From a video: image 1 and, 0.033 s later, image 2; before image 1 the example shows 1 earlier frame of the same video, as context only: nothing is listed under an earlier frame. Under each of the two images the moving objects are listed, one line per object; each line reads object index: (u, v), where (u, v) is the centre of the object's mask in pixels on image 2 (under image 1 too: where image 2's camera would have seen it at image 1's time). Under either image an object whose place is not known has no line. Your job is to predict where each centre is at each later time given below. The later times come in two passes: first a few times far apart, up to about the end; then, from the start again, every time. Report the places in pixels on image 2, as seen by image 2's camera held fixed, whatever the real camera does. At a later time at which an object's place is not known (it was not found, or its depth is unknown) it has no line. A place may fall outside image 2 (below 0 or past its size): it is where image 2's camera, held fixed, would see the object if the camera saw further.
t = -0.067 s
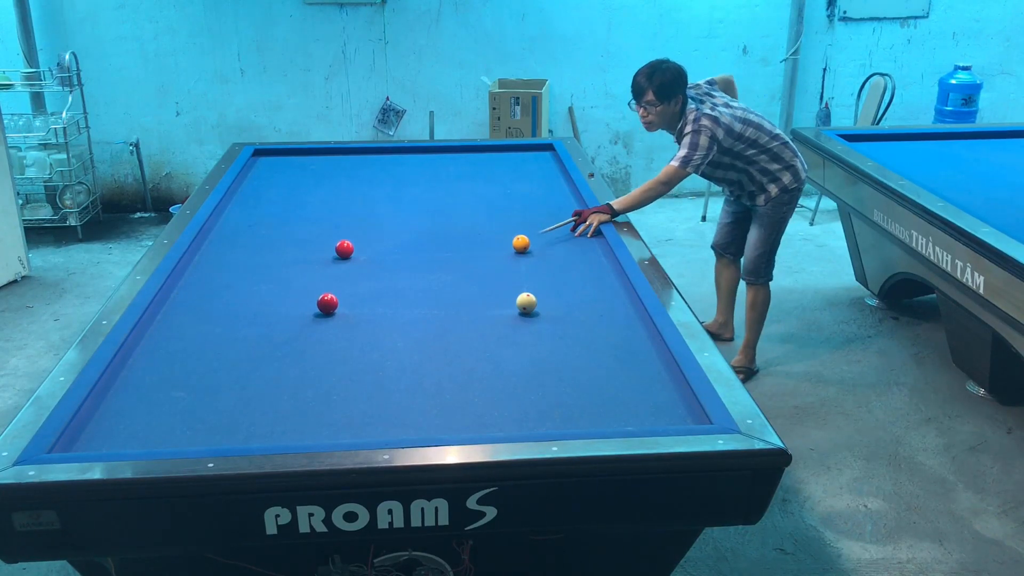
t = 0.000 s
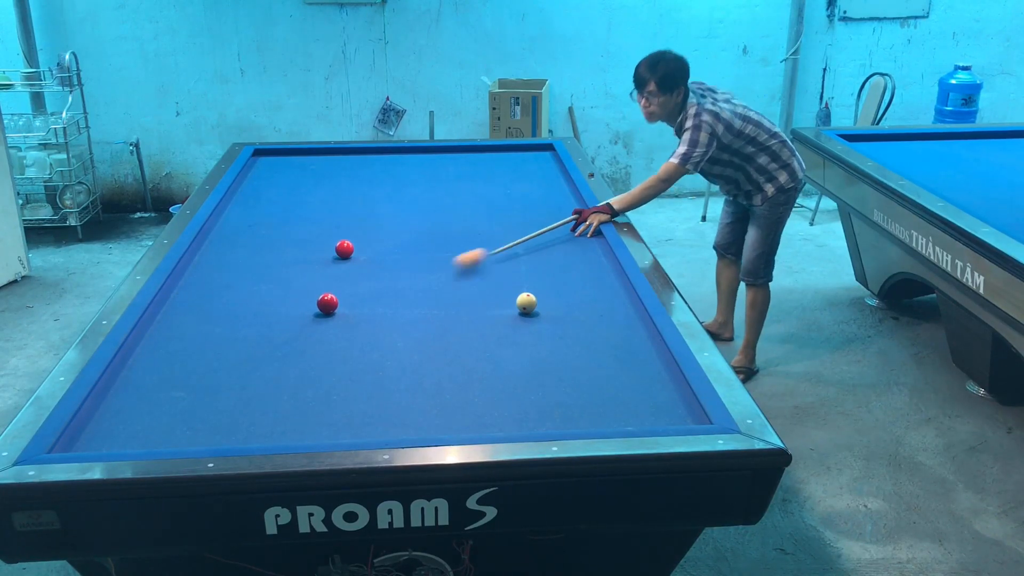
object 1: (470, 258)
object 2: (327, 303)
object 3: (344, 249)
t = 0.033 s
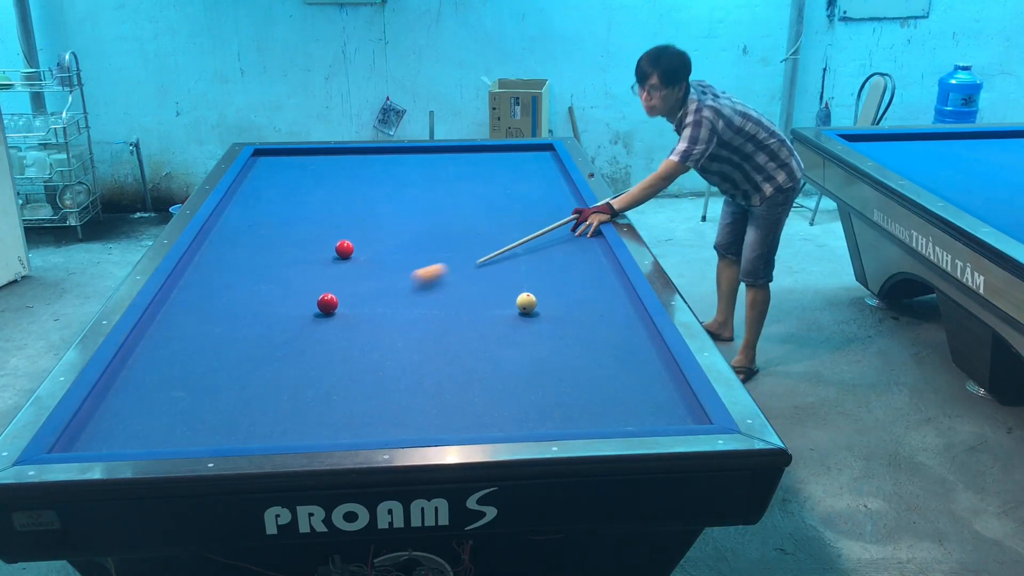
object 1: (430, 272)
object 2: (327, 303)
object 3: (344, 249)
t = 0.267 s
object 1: (228, 425)
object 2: (182, 295)
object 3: (344, 249)
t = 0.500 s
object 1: (157, 336)
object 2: (279, 287)
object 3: (344, 249)
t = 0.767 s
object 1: (307, 260)
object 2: (395, 279)
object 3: (344, 249)
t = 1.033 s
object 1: (340, 216)
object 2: (503, 271)
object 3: (397, 246)
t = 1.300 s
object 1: (358, 183)
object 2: (605, 264)
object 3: (452, 242)
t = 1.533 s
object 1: (371, 160)
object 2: (555, 265)
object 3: (499, 239)
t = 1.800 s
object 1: (397, 158)
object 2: (497, 266)
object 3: (550, 236)
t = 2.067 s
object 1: (432, 171)
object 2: (440, 266)
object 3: (590, 233)
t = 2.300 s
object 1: (465, 183)
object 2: (390, 267)
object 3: (563, 232)
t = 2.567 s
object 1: (506, 197)
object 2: (335, 267)
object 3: (536, 232)
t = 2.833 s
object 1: (550, 212)
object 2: (280, 268)
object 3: (509, 231)
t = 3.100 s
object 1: (587, 229)
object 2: (225, 269)
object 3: (483, 230)
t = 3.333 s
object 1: (573, 245)
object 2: (185, 269)
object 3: (461, 229)
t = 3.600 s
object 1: (557, 265)
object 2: (217, 268)
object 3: (437, 229)
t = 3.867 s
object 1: (539, 287)
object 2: (247, 266)
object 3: (414, 228)
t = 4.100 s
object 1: (527, 296)
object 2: (272, 265)
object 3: (395, 228)
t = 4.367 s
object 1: (518, 302)
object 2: (300, 263)
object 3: (374, 227)
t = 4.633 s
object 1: (509, 307)
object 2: (326, 262)
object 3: (354, 227)
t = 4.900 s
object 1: (500, 311)
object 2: (351, 261)
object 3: (335, 226)
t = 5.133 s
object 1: (493, 315)
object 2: (372, 260)
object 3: (319, 226)
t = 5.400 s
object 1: (486, 318)
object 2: (394, 259)
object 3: (301, 225)
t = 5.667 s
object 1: (479, 322)
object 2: (416, 258)
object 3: (285, 225)
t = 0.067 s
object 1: (387, 287)
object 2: (327, 303)
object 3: (344, 249)
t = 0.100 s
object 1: (345, 306)
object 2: (321, 301)
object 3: (344, 249)
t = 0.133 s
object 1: (326, 326)
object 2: (292, 300)
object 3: (344, 249)
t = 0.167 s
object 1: (306, 347)
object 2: (263, 299)
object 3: (344, 249)
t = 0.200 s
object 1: (282, 372)
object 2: (235, 298)
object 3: (344, 249)
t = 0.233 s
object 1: (257, 397)
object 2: (208, 297)
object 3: (344, 249)
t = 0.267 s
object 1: (228, 425)
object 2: (182, 295)
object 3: (344, 249)
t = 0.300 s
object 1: (199, 434)
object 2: (169, 294)
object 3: (344, 249)
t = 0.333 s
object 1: (183, 415)
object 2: (190, 293)
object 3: (344, 249)
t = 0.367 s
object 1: (168, 396)
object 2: (209, 292)
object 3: (344, 249)
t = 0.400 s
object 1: (154, 380)
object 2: (228, 291)
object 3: (344, 249)
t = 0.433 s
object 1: (141, 363)
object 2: (246, 289)
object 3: (344, 249)
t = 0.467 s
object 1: (131, 349)
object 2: (263, 288)
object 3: (344, 249)
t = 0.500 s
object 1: (157, 336)
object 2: (279, 287)
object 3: (344, 249)
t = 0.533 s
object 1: (181, 324)
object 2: (294, 286)
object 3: (344, 249)
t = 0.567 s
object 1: (204, 313)
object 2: (309, 285)
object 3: (344, 249)
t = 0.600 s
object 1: (224, 302)
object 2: (324, 284)
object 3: (344, 249)
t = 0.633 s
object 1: (244, 292)
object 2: (338, 283)
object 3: (344, 249)
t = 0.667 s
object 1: (261, 283)
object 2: (352, 282)
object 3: (344, 249)
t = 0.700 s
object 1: (278, 275)
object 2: (367, 281)
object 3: (344, 249)
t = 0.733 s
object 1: (293, 267)
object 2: (381, 280)
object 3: (344, 249)
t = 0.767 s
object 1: (307, 260)
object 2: (395, 279)
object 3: (344, 249)
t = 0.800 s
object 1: (320, 253)
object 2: (409, 278)
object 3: (344, 249)
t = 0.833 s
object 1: (326, 247)
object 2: (422, 277)
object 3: (349, 249)
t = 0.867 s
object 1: (327, 242)
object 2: (436, 276)
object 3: (359, 248)
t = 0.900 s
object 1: (329, 236)
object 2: (450, 275)
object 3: (367, 248)
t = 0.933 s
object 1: (332, 231)
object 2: (463, 274)
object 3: (376, 247)
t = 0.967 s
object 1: (335, 226)
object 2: (476, 273)
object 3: (383, 247)
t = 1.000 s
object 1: (337, 221)
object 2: (490, 272)
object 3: (390, 246)
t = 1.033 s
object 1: (340, 216)
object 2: (503, 271)
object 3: (397, 246)
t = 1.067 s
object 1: (343, 212)
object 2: (515, 270)
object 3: (404, 245)
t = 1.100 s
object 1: (345, 208)
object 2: (529, 269)
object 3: (411, 245)
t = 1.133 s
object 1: (347, 203)
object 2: (542, 269)
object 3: (418, 244)
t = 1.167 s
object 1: (350, 199)
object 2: (554, 268)
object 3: (425, 244)
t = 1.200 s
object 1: (352, 195)
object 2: (567, 267)
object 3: (432, 244)
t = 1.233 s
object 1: (354, 191)
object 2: (580, 266)
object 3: (439, 243)
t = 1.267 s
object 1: (356, 187)
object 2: (592, 265)
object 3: (446, 243)
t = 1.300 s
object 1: (358, 183)
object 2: (605, 264)
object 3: (452, 242)
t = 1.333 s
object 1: (360, 180)
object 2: (606, 264)
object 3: (459, 242)
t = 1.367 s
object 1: (362, 176)
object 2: (596, 264)
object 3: (466, 241)
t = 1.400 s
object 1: (364, 173)
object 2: (587, 264)
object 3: (473, 241)
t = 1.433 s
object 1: (366, 170)
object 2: (578, 264)
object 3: (479, 240)
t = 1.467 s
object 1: (368, 166)
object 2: (570, 265)
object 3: (486, 240)
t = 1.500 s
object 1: (370, 163)
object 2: (562, 265)
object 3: (493, 239)
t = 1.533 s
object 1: (371, 160)
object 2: (555, 265)
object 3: (499, 239)
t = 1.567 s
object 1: (373, 157)
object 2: (548, 265)
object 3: (505, 239)
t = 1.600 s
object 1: (375, 154)
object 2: (540, 265)
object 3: (512, 238)
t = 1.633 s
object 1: (376, 151)
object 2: (533, 265)
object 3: (518, 238)
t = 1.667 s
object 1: (379, 150)
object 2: (526, 265)
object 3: (525, 237)
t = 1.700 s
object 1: (383, 152)
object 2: (518, 265)
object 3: (531, 237)
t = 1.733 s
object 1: (388, 154)
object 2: (511, 266)
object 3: (537, 237)
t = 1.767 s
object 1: (392, 156)
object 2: (504, 266)
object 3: (544, 236)
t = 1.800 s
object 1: (397, 158)
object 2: (497, 266)
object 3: (550, 236)
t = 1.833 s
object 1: (401, 160)
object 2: (490, 266)
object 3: (556, 235)
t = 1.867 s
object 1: (406, 162)
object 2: (483, 266)
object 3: (562, 235)
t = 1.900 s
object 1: (410, 163)
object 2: (475, 266)
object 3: (569, 234)
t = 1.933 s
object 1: (415, 165)
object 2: (468, 266)
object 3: (575, 234)
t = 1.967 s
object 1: (419, 166)
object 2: (461, 266)
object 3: (581, 234)
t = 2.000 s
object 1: (423, 168)
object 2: (454, 266)
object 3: (587, 233)
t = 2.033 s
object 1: (428, 169)
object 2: (447, 266)
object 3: (593, 233)
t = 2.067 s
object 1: (432, 171)
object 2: (440, 266)
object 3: (590, 233)
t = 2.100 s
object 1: (437, 173)
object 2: (433, 266)
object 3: (585, 233)
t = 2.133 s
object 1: (442, 174)
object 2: (426, 267)
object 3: (581, 233)
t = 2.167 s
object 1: (446, 176)
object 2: (419, 267)
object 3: (578, 233)
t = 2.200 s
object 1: (451, 177)
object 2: (412, 267)
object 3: (574, 233)
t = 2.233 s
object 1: (456, 179)
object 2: (405, 267)
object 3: (571, 233)
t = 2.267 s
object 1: (460, 181)
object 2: (398, 267)
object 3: (567, 232)
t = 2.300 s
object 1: (465, 183)
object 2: (390, 267)
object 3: (563, 232)
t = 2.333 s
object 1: (470, 184)
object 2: (383, 267)
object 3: (560, 232)
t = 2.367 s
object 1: (475, 186)
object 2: (377, 267)
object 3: (556, 232)
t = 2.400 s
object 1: (480, 188)
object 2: (369, 267)
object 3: (553, 232)
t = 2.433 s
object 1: (485, 190)
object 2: (363, 267)
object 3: (549, 232)
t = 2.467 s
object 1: (490, 191)
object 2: (355, 267)
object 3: (546, 232)
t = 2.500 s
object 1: (495, 193)
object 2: (349, 267)
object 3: (542, 232)
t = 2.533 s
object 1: (501, 195)
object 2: (342, 268)
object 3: (539, 232)
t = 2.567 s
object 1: (506, 197)
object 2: (335, 267)
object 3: (536, 232)
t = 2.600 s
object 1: (511, 198)
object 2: (328, 268)
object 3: (532, 231)
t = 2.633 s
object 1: (517, 200)
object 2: (321, 267)
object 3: (529, 231)
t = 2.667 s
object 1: (522, 202)
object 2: (314, 268)
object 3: (525, 231)
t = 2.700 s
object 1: (528, 204)
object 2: (307, 268)
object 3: (522, 231)
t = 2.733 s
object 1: (533, 206)
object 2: (300, 268)
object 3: (519, 231)
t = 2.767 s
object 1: (539, 208)
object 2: (293, 268)
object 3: (515, 231)
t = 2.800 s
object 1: (545, 210)
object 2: (287, 268)
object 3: (512, 231)
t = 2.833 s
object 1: (550, 212)
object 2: (280, 268)
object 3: (509, 231)
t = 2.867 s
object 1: (556, 214)
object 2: (273, 268)
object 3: (505, 231)
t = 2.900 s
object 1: (562, 216)
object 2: (266, 268)
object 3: (502, 231)
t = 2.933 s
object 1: (568, 218)
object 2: (259, 269)
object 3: (499, 231)
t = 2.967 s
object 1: (574, 220)
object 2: (252, 269)
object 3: (496, 230)
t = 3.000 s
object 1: (580, 222)
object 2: (246, 269)
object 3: (493, 230)
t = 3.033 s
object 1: (587, 224)
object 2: (239, 269)
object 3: (489, 230)
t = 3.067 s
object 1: (589, 227)
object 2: (232, 269)
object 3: (486, 230)
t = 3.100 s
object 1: (587, 229)
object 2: (225, 269)
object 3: (483, 230)
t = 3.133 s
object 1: (584, 231)
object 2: (219, 269)
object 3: (480, 230)
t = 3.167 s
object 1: (583, 233)
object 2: (212, 269)
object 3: (477, 230)
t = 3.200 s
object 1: (581, 235)
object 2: (206, 269)
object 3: (473, 230)
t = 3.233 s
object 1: (579, 238)
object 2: (199, 269)
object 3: (470, 230)
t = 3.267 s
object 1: (577, 240)
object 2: (192, 269)
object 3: (467, 230)
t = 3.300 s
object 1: (575, 242)
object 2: (185, 269)
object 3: (464, 229)
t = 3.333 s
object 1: (573, 245)
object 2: (185, 269)
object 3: (461, 229)
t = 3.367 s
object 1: (571, 247)
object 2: (190, 269)
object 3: (458, 229)
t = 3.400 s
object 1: (569, 250)
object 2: (194, 269)
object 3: (455, 229)
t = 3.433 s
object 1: (567, 252)
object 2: (198, 269)
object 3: (452, 229)
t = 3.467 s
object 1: (565, 255)
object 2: (202, 268)
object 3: (449, 229)
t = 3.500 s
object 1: (563, 257)
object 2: (206, 268)
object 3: (446, 229)
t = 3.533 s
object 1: (561, 260)
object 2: (209, 268)
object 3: (443, 229)
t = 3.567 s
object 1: (559, 263)
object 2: (213, 268)
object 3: (440, 229)
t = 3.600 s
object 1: (557, 265)
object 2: (217, 268)
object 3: (437, 229)
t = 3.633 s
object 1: (554, 268)
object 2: (221, 267)
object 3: (434, 228)
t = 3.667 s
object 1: (552, 270)
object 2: (225, 267)
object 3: (432, 228)
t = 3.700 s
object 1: (550, 274)
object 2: (228, 267)
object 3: (429, 228)
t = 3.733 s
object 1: (548, 276)
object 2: (232, 267)
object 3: (426, 228)
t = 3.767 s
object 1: (545, 279)
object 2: (236, 267)
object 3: (423, 228)
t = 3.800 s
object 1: (543, 282)
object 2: (240, 266)
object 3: (420, 228)
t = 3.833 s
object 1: (541, 285)
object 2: (243, 266)
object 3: (417, 228)
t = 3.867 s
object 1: (539, 287)
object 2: (247, 266)
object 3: (414, 228)
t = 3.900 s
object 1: (537, 289)
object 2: (251, 266)
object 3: (412, 228)
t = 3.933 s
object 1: (535, 291)
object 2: (254, 266)
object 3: (409, 228)
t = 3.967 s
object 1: (533, 293)
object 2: (258, 266)
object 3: (406, 228)
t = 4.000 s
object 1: (532, 294)
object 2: (261, 265)
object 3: (403, 228)
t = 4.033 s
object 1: (530, 294)
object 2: (265, 265)
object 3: (400, 228)
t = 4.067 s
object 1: (529, 295)
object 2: (268, 265)
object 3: (398, 228)
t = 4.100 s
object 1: (527, 296)
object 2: (272, 265)
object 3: (395, 228)
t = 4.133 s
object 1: (526, 297)
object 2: (275, 264)
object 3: (392, 227)
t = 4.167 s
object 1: (525, 298)
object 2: (279, 264)
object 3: (390, 228)
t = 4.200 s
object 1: (523, 299)
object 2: (283, 264)
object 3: (387, 227)
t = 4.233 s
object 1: (522, 300)
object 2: (286, 264)
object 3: (385, 227)
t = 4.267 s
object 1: (521, 301)
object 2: (289, 264)
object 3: (382, 227)
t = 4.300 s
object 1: (520, 301)
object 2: (293, 264)
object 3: (379, 227)
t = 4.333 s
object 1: (519, 302)
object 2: (296, 263)
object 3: (377, 227)
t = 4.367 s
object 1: (518, 302)
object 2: (300, 263)
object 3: (374, 227)
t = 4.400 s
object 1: (516, 303)
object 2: (303, 263)
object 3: (372, 227)
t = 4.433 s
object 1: (515, 304)
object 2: (306, 263)
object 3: (369, 227)
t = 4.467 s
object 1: (514, 304)
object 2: (309, 263)
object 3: (366, 227)
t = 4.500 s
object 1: (513, 305)
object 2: (313, 263)
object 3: (364, 227)
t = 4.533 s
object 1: (512, 305)
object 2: (316, 262)
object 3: (361, 227)
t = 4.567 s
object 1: (511, 306)
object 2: (319, 262)
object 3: (359, 227)
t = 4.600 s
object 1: (510, 306)
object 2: (322, 262)
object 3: (357, 227)
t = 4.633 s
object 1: (509, 307)
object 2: (326, 262)
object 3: (354, 227)
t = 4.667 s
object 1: (508, 308)
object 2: (329, 262)
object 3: (351, 227)
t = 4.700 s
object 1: (506, 308)
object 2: (332, 262)
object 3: (349, 226)
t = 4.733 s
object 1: (505, 309)
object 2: (335, 262)
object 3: (347, 226)
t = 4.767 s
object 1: (504, 309)
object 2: (338, 262)
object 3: (344, 226)
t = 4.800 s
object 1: (503, 310)
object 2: (342, 262)
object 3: (342, 226)
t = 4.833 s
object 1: (502, 310)
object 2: (345, 261)
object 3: (339, 226)
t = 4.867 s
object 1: (501, 311)
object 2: (348, 261)
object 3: (337, 226)
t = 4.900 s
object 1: (500, 311)
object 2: (351, 261)
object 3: (335, 226)
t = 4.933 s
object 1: (499, 312)
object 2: (354, 261)
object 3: (332, 226)
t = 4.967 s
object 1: (498, 313)
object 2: (357, 261)
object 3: (330, 226)
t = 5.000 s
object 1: (497, 313)
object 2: (360, 261)
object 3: (328, 226)
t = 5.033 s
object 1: (496, 313)
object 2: (363, 261)
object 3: (326, 226)
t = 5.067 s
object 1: (495, 314)
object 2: (366, 260)
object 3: (323, 226)
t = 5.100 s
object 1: (494, 314)
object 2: (369, 260)
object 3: (321, 226)
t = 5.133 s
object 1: (493, 315)
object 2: (372, 260)
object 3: (319, 226)
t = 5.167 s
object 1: (492, 315)
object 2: (374, 260)
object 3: (316, 226)
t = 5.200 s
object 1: (491, 316)
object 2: (377, 260)
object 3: (314, 226)
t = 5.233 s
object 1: (490, 316)
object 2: (380, 259)
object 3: (312, 225)
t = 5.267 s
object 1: (489, 317)
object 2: (383, 259)
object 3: (310, 225)
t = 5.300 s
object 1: (488, 317)
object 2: (386, 259)
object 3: (308, 225)
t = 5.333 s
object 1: (487, 318)
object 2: (389, 259)
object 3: (306, 225)
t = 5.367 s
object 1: (487, 318)
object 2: (392, 259)
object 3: (303, 225)
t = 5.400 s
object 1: (486, 318)
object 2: (394, 259)
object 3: (301, 225)
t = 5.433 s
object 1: (485, 319)
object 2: (397, 258)
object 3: (299, 225)
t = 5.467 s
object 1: (484, 319)
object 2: (400, 258)
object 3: (297, 225)
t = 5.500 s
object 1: (483, 320)
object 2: (402, 258)
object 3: (295, 225)
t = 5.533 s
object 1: (482, 320)
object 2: (405, 258)
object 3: (293, 225)
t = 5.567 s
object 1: (481, 321)
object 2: (408, 258)
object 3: (291, 225)
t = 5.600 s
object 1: (480, 321)
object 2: (410, 258)
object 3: (289, 225)
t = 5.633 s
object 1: (480, 321)
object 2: (413, 258)
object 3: (287, 225)
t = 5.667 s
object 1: (479, 322)
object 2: (416, 258)
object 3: (285, 225)
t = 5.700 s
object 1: (478, 322)
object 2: (418, 257)
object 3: (283, 225)
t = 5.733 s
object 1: (477, 322)
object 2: (421, 257)
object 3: (281, 225)
